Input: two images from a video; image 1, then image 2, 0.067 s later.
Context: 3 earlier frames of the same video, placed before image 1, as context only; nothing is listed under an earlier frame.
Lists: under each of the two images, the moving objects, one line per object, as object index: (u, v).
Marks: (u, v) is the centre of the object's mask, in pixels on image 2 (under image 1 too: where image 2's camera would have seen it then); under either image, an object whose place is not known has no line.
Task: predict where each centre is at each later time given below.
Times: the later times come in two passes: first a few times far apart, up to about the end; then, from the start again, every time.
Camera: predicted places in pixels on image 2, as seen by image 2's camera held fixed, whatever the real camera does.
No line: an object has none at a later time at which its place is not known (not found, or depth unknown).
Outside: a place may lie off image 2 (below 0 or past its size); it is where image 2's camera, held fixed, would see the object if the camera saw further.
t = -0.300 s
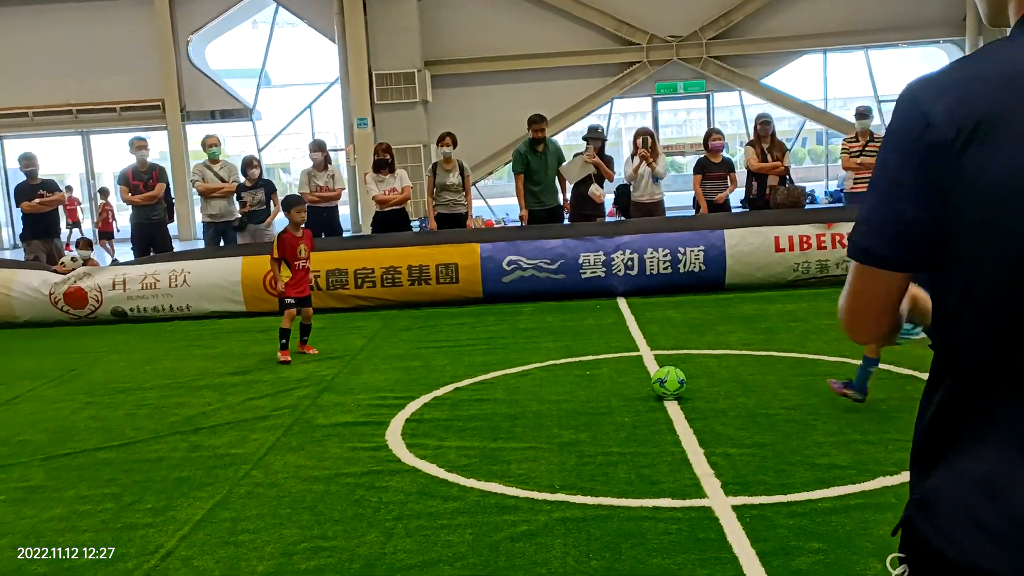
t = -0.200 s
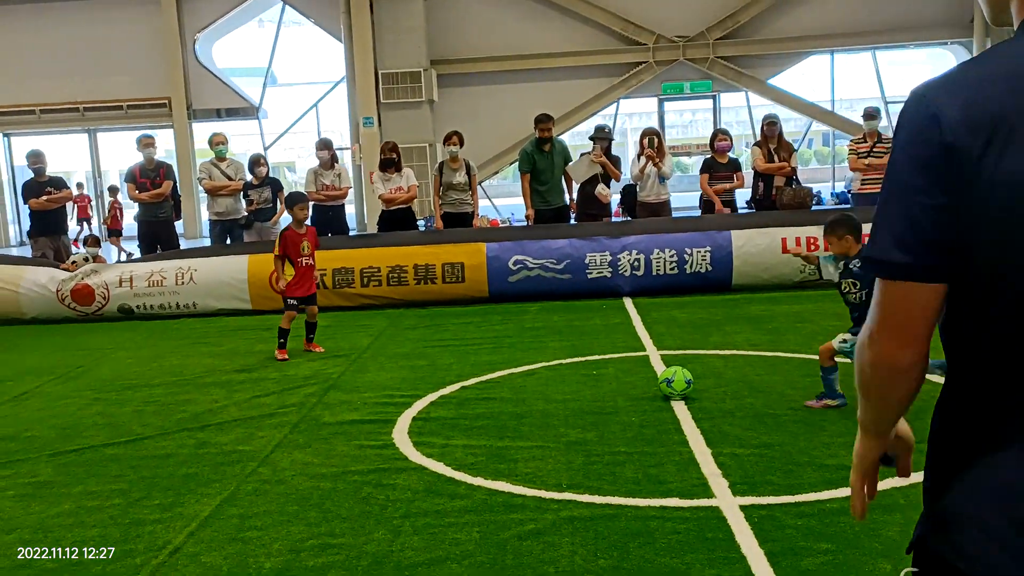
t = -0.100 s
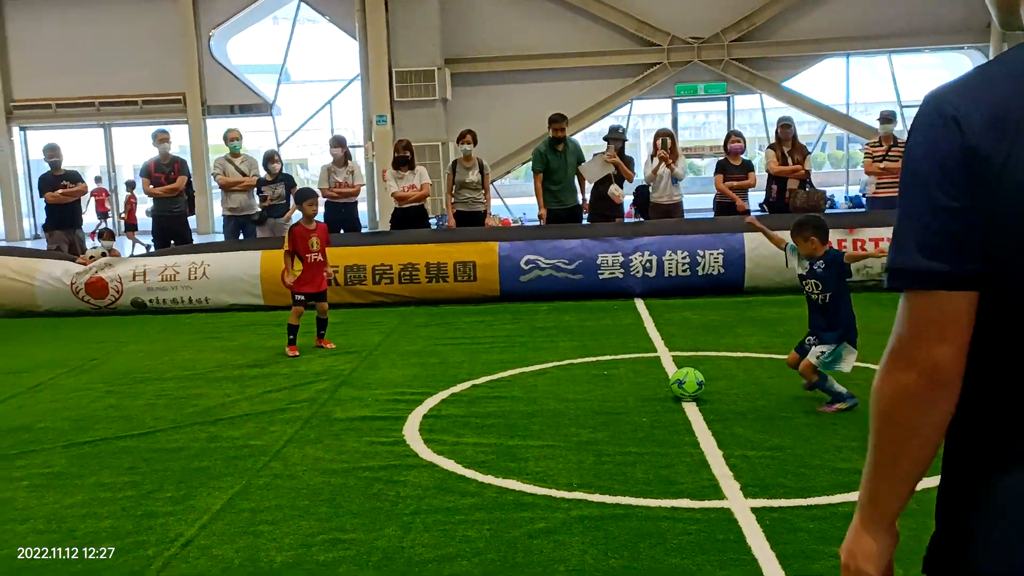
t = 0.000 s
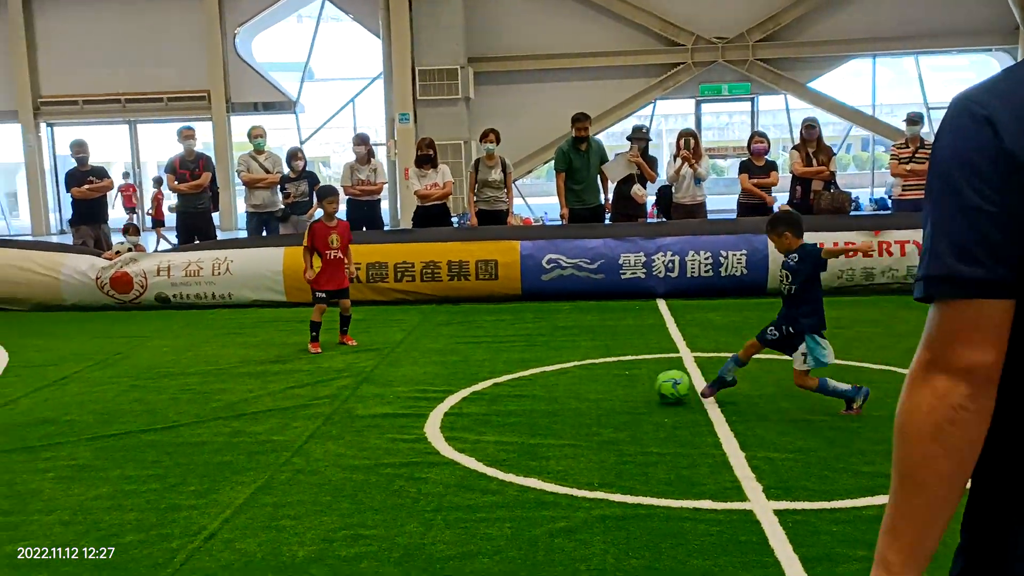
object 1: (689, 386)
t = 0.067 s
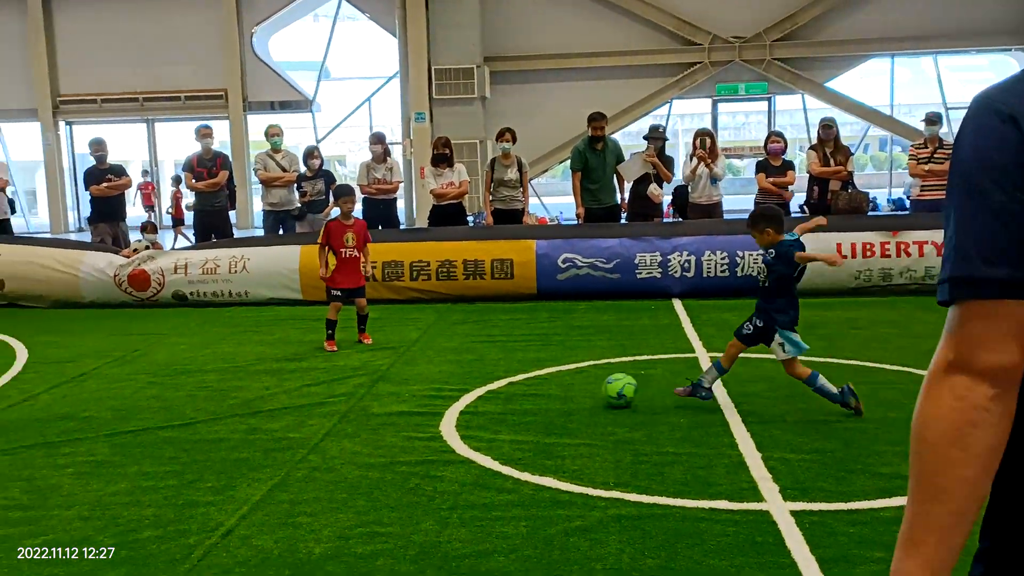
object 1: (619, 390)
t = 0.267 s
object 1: (447, 400)
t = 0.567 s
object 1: (263, 410)
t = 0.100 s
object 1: (588, 392)
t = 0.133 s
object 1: (557, 394)
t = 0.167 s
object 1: (527, 396)
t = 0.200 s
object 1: (499, 398)
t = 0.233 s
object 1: (472, 399)
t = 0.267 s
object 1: (447, 400)
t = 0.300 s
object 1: (423, 401)
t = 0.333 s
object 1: (401, 402)
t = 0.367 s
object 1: (378, 404)
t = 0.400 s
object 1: (356, 406)
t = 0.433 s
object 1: (337, 407)
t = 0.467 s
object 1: (317, 408)
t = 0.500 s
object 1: (298, 409)
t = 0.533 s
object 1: (280, 411)
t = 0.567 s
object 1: (263, 410)
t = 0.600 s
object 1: (244, 410)
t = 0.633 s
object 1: (226, 413)
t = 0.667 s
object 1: (207, 415)
